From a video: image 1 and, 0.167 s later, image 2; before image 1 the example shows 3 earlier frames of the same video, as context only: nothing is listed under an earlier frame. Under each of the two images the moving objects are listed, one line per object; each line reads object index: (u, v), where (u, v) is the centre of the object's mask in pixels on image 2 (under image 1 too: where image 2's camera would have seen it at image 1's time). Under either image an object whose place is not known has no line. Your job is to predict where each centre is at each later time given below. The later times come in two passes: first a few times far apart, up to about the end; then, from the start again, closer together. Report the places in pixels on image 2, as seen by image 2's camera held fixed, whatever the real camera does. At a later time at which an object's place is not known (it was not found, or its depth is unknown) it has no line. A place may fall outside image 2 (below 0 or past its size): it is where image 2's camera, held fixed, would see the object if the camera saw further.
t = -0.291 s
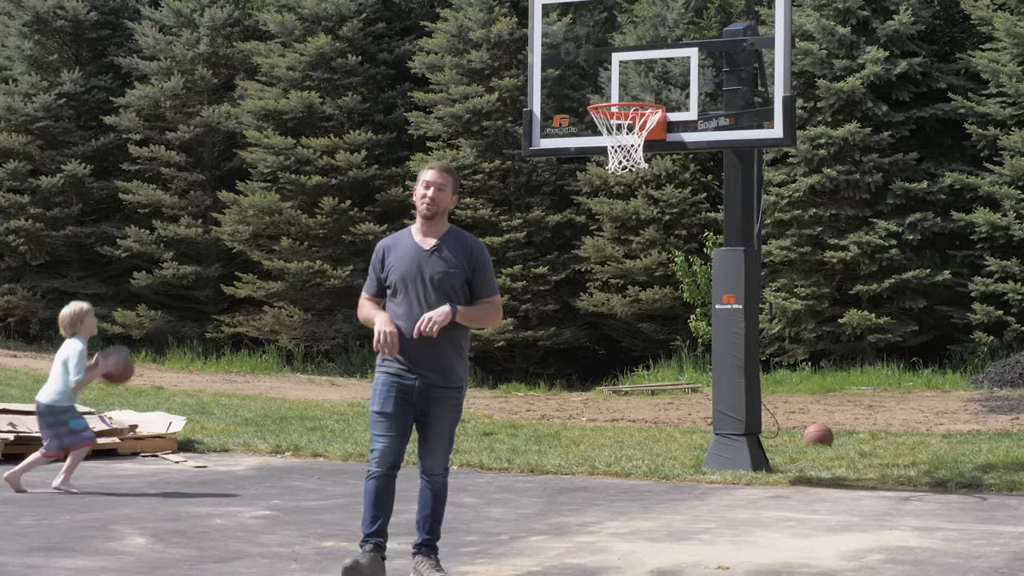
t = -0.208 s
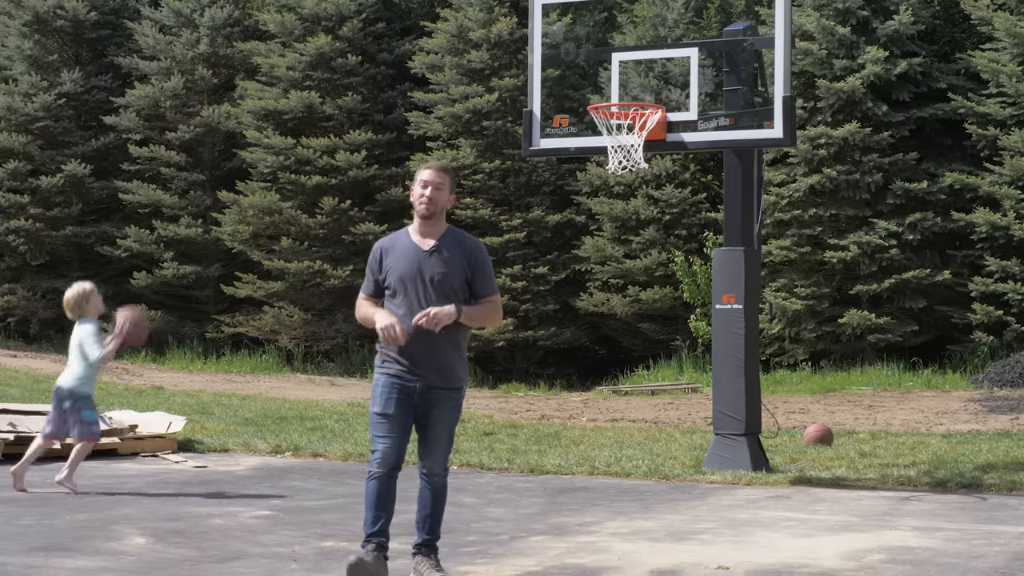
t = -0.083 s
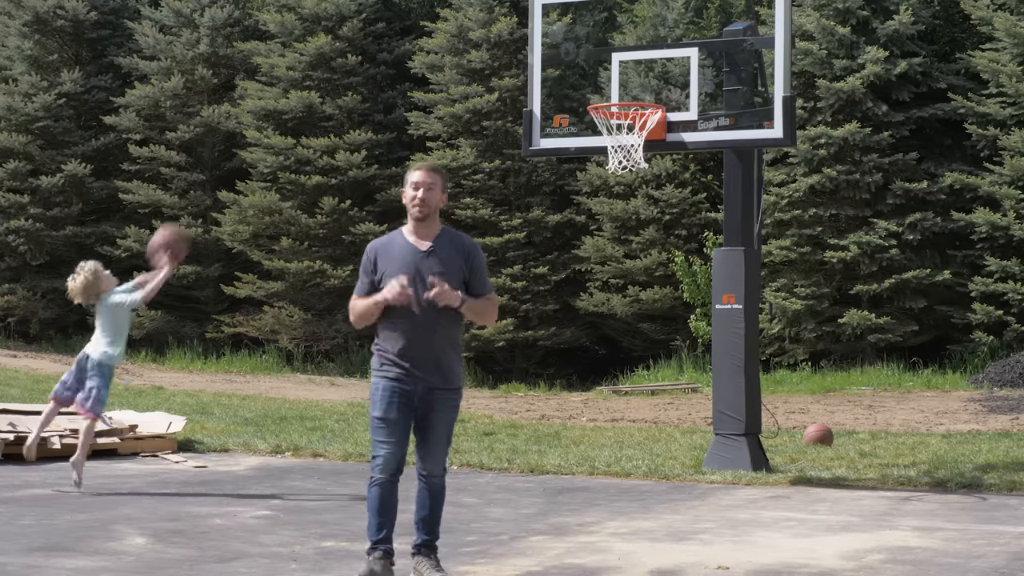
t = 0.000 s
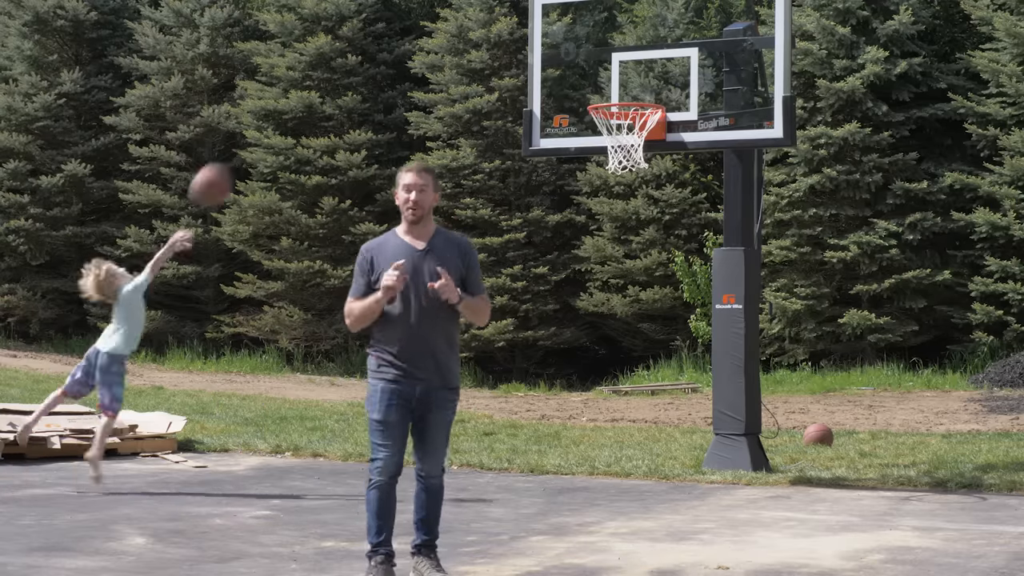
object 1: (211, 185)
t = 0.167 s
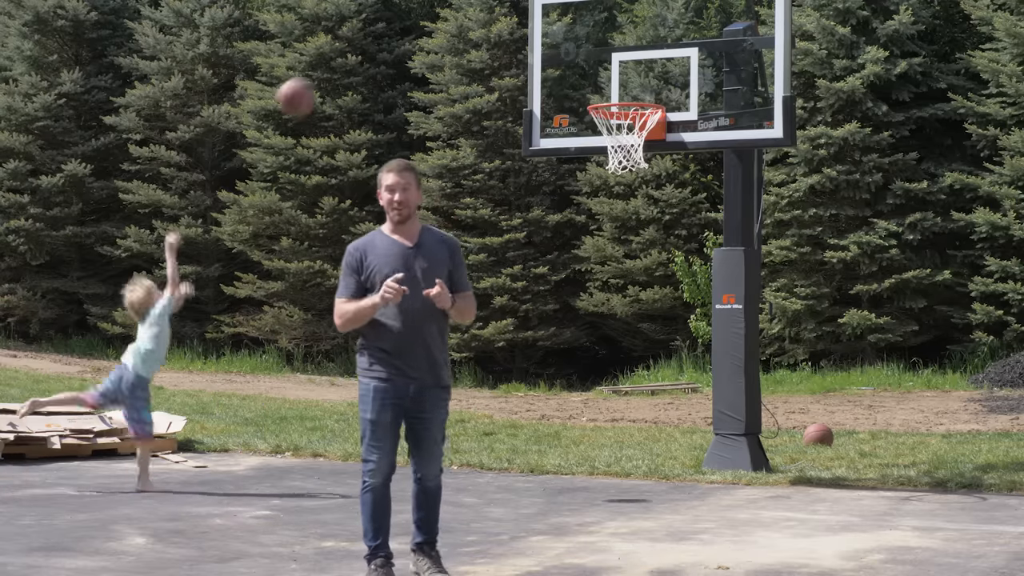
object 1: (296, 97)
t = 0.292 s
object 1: (358, 59)
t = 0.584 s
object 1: (499, 61)
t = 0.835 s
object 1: (614, 173)
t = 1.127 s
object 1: (753, 410)
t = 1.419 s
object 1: (812, 307)
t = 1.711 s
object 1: (850, 212)
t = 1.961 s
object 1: (883, 231)
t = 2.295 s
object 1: (926, 405)
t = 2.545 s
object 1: (955, 396)
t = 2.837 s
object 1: (987, 378)
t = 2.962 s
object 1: (1001, 409)
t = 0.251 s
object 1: (337, 70)
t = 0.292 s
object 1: (358, 59)
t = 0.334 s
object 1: (378, 51)
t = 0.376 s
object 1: (397, 46)
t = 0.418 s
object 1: (417, 44)
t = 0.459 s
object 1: (439, 45)
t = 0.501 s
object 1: (459, 48)
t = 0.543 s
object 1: (480, 54)
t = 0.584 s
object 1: (499, 61)
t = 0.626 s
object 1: (517, 73)
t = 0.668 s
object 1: (541, 88)
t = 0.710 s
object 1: (561, 103)
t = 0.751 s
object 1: (577, 120)
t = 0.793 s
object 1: (594, 144)
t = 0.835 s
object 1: (614, 173)
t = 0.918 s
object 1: (657, 225)
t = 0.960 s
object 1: (675, 255)
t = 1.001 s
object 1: (695, 292)
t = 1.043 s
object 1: (712, 328)
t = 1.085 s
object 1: (734, 368)
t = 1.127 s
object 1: (753, 410)
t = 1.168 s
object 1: (772, 455)
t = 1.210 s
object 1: (782, 452)
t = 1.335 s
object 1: (801, 354)
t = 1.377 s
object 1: (806, 330)
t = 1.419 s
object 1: (812, 307)
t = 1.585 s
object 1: (833, 236)
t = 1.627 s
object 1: (839, 225)
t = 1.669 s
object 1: (845, 217)
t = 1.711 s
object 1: (850, 212)
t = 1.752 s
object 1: (856, 208)
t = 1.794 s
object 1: (862, 207)
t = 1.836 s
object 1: (866, 209)
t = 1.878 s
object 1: (872, 213)
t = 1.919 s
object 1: (877, 220)
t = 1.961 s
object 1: (883, 231)
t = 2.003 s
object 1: (889, 243)
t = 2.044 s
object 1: (894, 257)
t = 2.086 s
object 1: (898, 276)
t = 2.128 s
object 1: (904, 297)
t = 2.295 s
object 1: (926, 405)
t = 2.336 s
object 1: (932, 439)
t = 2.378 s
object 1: (936, 467)
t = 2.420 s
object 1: (940, 445)
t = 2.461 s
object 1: (946, 424)
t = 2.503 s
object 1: (950, 410)
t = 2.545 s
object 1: (955, 396)
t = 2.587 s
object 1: (959, 386)
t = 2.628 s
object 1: (964, 378)
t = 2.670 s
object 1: (968, 373)
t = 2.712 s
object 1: (973, 370)
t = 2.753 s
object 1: (978, 371)
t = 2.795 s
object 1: (982, 372)
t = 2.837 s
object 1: (987, 378)
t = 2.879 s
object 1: (991, 386)
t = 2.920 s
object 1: (997, 395)
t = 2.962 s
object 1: (1001, 409)
